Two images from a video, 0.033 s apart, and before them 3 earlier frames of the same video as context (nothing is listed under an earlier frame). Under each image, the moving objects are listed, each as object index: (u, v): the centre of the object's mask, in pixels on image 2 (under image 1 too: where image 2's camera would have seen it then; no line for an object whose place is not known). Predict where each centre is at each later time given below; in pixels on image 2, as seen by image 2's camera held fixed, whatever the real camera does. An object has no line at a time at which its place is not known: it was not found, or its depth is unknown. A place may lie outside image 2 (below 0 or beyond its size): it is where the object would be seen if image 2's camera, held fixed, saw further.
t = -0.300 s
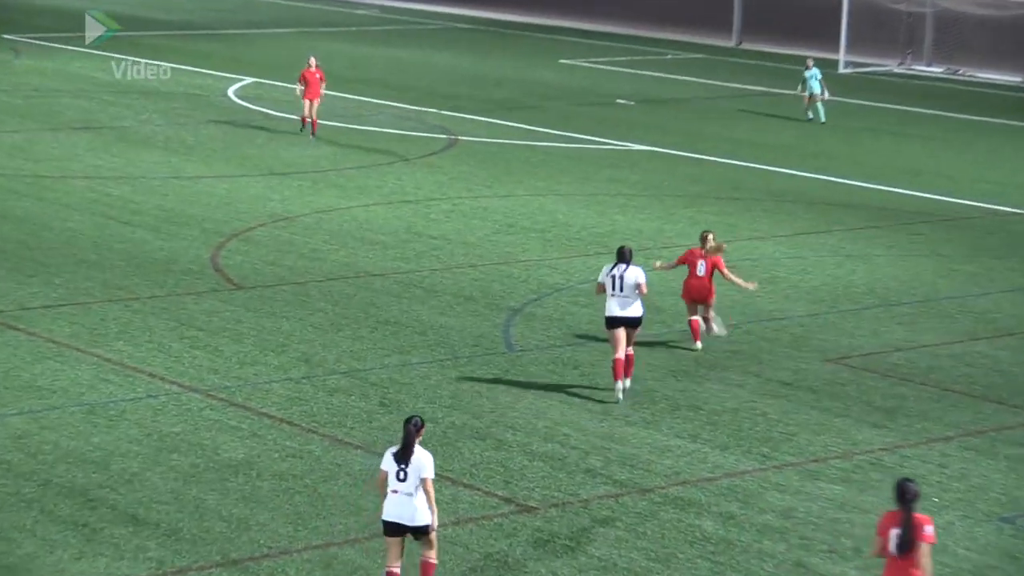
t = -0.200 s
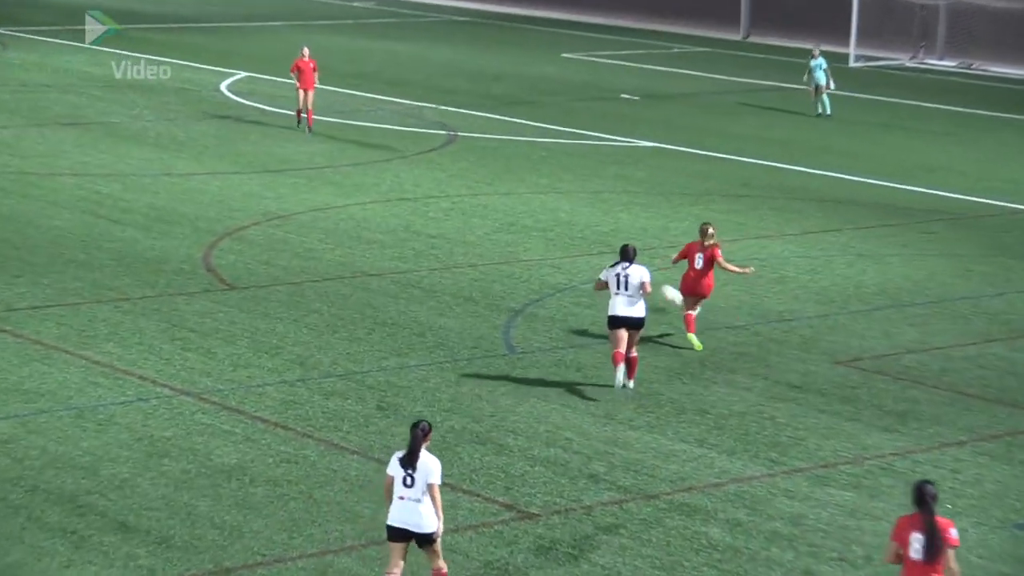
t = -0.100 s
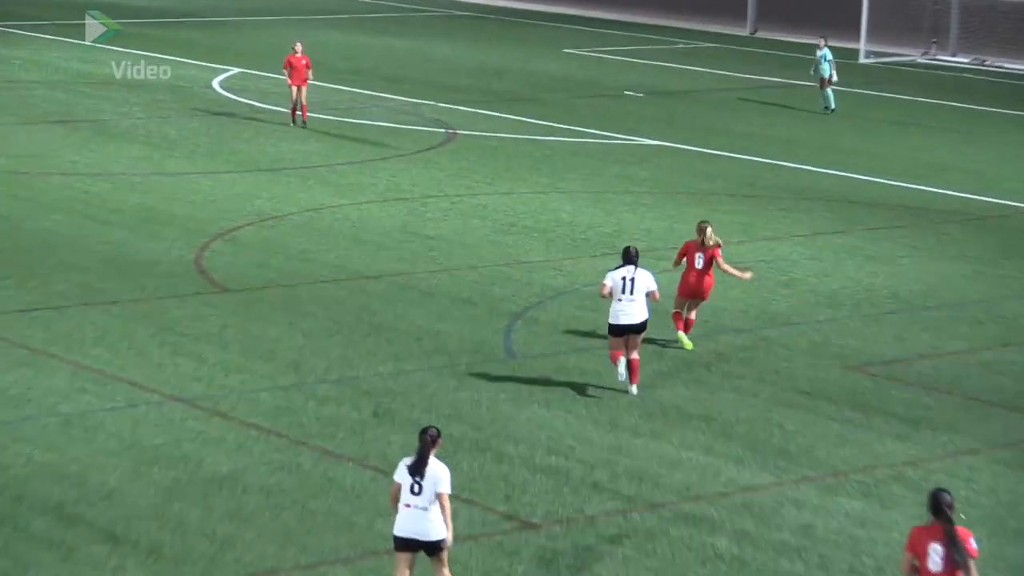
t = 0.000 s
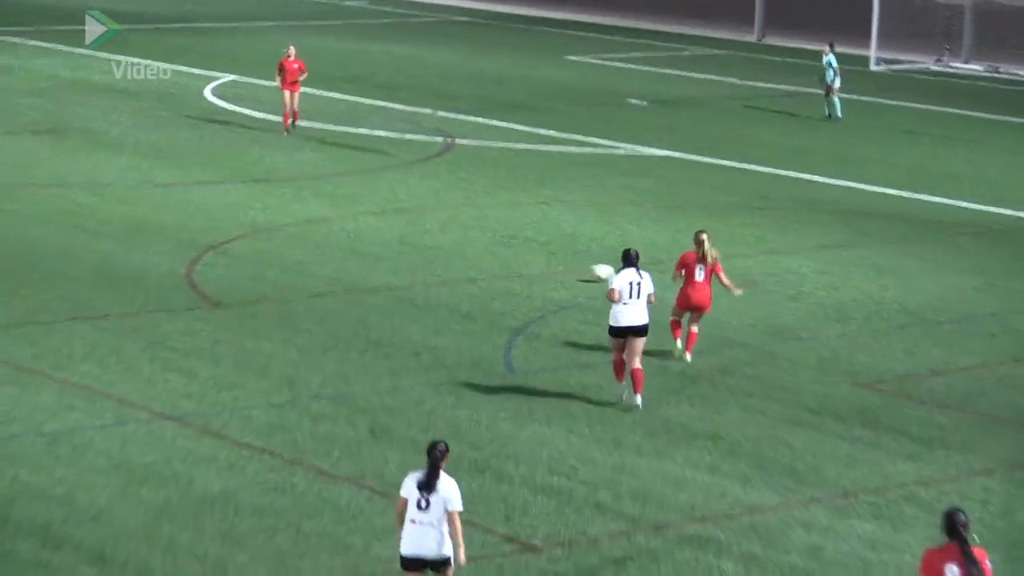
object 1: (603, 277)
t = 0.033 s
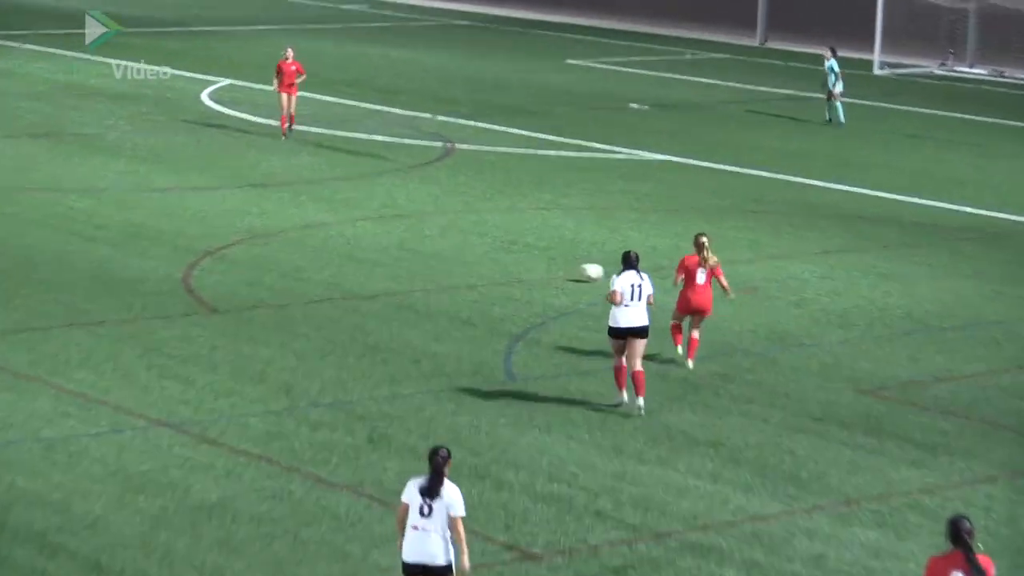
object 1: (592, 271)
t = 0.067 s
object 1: (579, 265)
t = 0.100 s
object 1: (567, 262)
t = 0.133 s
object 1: (557, 257)
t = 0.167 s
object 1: (545, 250)
